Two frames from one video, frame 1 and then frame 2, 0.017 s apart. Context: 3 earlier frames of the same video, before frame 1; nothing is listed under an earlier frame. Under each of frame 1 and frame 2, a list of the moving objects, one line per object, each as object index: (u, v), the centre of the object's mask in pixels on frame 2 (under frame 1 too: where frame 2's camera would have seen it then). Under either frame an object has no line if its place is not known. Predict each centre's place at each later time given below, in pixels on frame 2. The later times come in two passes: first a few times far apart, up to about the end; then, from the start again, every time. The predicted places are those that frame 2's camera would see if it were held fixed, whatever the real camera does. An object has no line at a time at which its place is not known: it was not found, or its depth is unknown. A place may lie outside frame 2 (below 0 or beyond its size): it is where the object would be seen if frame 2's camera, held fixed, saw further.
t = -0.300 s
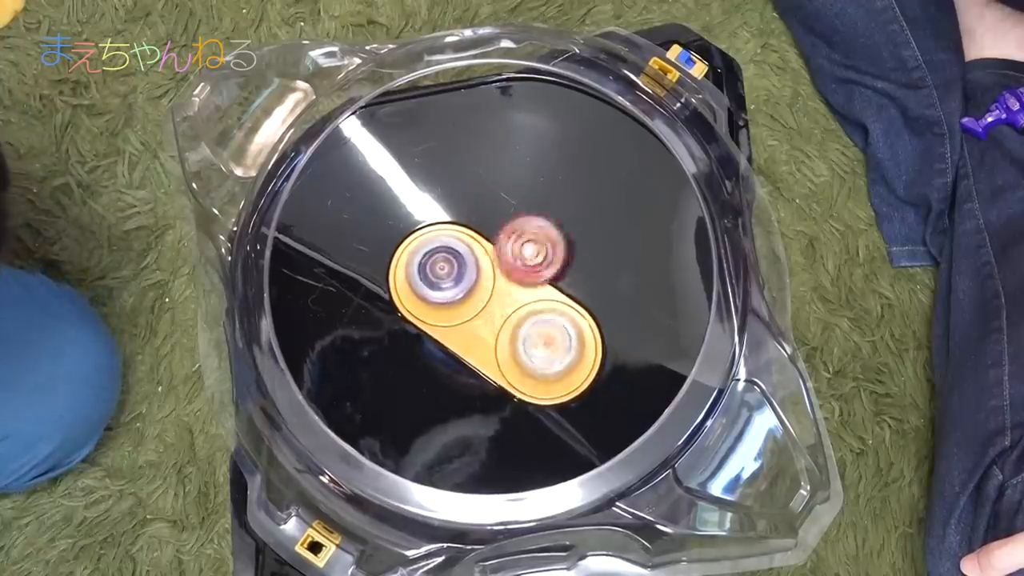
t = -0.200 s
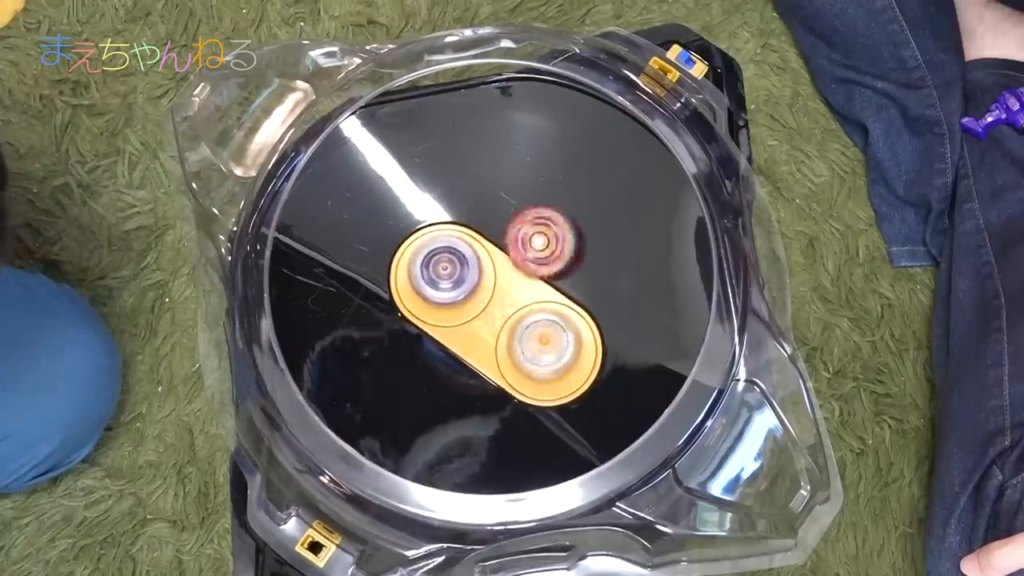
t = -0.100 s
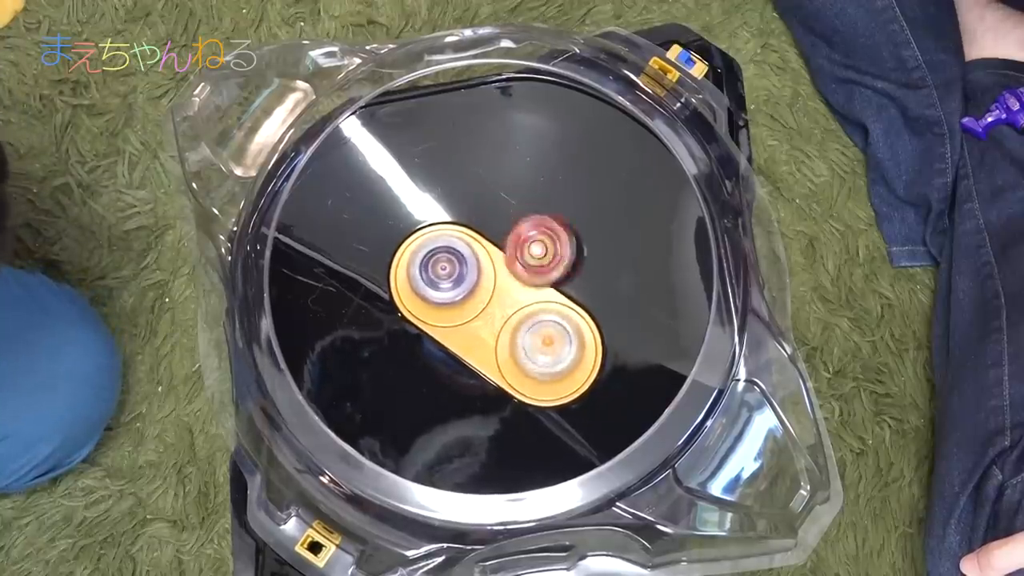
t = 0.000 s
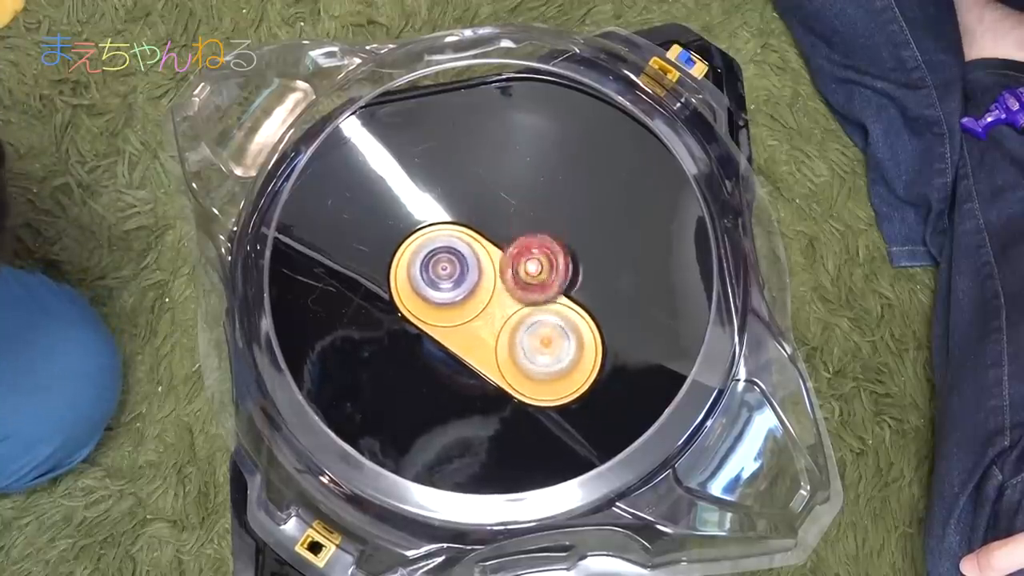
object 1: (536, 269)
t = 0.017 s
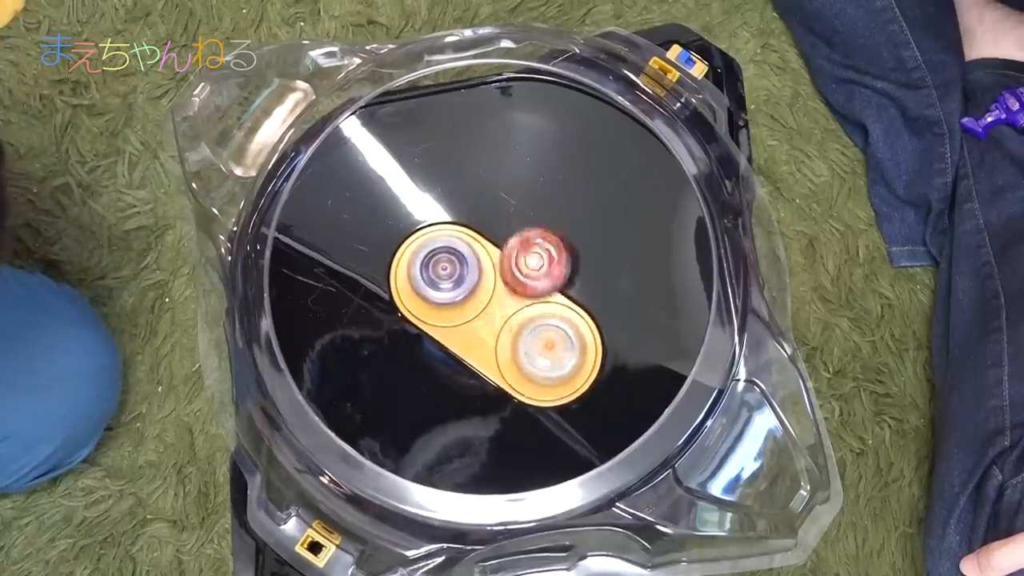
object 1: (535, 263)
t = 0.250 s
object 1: (502, 217)
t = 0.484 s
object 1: (511, 219)
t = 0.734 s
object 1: (557, 266)
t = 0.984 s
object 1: (551, 263)
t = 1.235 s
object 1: (522, 268)
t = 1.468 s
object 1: (524, 266)
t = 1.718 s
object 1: (525, 262)
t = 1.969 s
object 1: (529, 262)
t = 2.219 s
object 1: (657, 281)
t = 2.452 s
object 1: (632, 331)
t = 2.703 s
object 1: (625, 363)
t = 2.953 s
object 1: (625, 360)
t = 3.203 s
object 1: (623, 361)
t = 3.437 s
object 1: (623, 360)
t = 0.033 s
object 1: (529, 257)
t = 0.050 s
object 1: (527, 249)
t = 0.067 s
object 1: (523, 243)
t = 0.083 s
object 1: (518, 237)
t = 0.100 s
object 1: (514, 234)
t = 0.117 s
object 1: (511, 230)
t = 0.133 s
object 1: (507, 228)
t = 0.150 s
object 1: (506, 225)
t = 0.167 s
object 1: (506, 223)
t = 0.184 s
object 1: (505, 220)
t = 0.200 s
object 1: (506, 218)
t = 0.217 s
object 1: (505, 217)
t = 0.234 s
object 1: (504, 217)
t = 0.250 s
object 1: (502, 217)
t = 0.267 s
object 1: (501, 217)
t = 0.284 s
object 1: (502, 216)
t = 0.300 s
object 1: (502, 216)
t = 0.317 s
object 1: (503, 215)
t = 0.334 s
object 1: (503, 216)
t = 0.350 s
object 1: (502, 217)
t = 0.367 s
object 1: (502, 218)
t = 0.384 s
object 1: (502, 218)
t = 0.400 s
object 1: (507, 218)
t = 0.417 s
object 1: (508, 217)
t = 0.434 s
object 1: (509, 217)
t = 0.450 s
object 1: (510, 217)
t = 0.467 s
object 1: (512, 218)
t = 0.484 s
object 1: (511, 219)
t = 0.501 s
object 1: (512, 220)
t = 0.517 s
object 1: (511, 221)
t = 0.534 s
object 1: (510, 225)
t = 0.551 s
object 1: (510, 227)
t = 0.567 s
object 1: (510, 230)
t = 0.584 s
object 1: (515, 233)
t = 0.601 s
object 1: (522, 236)
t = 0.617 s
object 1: (531, 238)
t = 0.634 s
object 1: (536, 241)
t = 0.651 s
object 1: (542, 244)
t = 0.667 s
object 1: (546, 248)
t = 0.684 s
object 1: (550, 251)
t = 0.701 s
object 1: (552, 256)
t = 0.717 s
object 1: (555, 261)
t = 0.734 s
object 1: (557, 266)
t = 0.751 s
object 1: (557, 269)
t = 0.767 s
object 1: (558, 269)
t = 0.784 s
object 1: (560, 268)
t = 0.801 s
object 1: (561, 265)
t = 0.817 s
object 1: (562, 264)
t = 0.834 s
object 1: (562, 263)
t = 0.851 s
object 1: (562, 264)
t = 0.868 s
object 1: (561, 265)
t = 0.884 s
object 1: (559, 266)
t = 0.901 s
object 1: (558, 267)
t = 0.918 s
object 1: (556, 269)
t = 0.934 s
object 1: (556, 266)
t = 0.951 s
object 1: (555, 266)
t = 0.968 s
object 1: (553, 264)
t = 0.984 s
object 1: (551, 263)
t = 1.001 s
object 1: (549, 263)
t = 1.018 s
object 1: (546, 263)
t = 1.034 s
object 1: (545, 263)
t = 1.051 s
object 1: (542, 263)
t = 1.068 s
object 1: (540, 264)
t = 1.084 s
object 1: (536, 265)
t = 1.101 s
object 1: (534, 267)
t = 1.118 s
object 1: (529, 268)
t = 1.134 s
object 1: (526, 269)
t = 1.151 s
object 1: (522, 271)
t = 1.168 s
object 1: (521, 272)
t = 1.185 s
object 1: (520, 274)
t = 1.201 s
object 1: (521, 274)
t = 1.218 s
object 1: (523, 273)
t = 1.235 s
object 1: (522, 268)
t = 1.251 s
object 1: (523, 265)
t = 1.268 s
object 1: (522, 262)
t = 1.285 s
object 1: (522, 262)
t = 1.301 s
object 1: (522, 262)
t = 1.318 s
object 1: (523, 263)
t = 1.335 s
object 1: (521, 265)
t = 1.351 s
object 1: (521, 266)
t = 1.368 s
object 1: (522, 268)
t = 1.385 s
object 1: (522, 268)
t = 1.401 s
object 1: (523, 268)
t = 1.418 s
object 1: (524, 269)
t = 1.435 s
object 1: (525, 269)
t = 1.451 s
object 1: (525, 268)
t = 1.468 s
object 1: (524, 266)
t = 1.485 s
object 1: (524, 266)
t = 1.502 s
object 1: (522, 265)
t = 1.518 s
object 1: (521, 264)
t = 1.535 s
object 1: (520, 266)
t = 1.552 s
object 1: (522, 268)
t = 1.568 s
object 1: (527, 272)
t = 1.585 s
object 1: (529, 273)
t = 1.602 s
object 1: (528, 273)
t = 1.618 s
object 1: (525, 271)
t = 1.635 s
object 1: (522, 271)
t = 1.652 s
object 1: (521, 273)
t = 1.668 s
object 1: (525, 276)
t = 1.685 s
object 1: (527, 275)
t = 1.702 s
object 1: (526, 270)
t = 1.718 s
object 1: (525, 262)
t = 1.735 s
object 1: (527, 259)
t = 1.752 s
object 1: (525, 255)
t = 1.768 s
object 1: (525, 253)
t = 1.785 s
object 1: (525, 252)
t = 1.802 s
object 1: (523, 250)
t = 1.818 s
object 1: (523, 250)
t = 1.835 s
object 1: (520, 250)
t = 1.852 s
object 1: (521, 251)
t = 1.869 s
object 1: (518, 251)
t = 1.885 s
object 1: (517, 252)
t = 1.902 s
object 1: (519, 253)
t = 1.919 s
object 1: (514, 253)
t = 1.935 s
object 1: (513, 255)
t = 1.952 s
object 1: (514, 258)
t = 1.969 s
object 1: (529, 262)
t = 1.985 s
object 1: (546, 266)
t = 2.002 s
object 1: (563, 271)
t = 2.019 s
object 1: (577, 271)
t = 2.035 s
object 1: (593, 271)
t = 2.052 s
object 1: (607, 273)
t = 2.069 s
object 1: (620, 275)
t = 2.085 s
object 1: (631, 278)
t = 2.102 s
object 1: (637, 279)
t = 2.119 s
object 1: (641, 281)
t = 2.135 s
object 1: (646, 283)
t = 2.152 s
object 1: (648, 284)
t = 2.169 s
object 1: (650, 284)
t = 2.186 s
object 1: (653, 283)
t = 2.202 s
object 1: (655, 282)
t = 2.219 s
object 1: (657, 281)
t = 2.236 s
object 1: (657, 281)
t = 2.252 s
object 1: (657, 282)
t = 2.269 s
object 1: (656, 283)
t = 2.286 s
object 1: (655, 285)
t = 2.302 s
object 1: (655, 287)
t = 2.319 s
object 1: (655, 289)
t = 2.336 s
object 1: (653, 293)
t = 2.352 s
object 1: (651, 297)
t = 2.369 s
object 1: (648, 301)
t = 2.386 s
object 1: (644, 306)
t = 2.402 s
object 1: (641, 311)
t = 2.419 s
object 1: (637, 317)
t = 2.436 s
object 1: (634, 325)
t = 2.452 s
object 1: (632, 331)
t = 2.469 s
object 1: (629, 337)
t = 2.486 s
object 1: (627, 344)
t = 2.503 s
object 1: (625, 348)
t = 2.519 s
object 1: (623, 353)
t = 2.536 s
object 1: (622, 357)
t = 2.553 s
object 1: (623, 359)
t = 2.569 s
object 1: (623, 361)
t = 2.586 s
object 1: (624, 362)
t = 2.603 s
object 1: (625, 364)
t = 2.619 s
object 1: (625, 364)
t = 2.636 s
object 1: (626, 365)
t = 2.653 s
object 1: (626, 365)
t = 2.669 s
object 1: (626, 365)
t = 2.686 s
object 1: (626, 364)
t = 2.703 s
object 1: (625, 363)
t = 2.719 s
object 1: (625, 362)
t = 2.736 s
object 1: (625, 361)
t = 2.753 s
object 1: (625, 360)
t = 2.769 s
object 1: (626, 359)
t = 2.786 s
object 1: (626, 358)
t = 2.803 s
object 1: (627, 357)
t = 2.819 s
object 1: (627, 356)
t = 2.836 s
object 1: (627, 356)
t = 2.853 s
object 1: (627, 356)
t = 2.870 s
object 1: (627, 356)
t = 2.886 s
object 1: (626, 356)
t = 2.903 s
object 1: (626, 357)
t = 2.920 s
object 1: (625, 358)
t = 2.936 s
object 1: (625, 359)
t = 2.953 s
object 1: (625, 360)
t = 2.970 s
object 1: (624, 360)
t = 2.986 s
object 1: (624, 362)
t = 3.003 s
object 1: (623, 363)
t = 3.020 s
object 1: (623, 364)
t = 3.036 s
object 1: (623, 364)
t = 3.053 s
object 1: (623, 365)
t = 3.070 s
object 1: (623, 365)
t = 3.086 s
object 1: (623, 365)
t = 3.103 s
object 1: (623, 365)
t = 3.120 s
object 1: (623, 364)
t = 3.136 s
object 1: (623, 364)
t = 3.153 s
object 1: (623, 363)
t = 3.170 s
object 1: (623, 362)
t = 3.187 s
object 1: (623, 361)
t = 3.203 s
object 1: (623, 361)
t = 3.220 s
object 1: (623, 360)
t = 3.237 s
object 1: (624, 359)
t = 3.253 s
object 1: (624, 358)
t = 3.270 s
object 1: (624, 358)
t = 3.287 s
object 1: (625, 357)
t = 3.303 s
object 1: (625, 357)
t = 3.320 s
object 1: (625, 357)
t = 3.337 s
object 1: (625, 357)
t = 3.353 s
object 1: (625, 357)
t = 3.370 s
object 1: (625, 357)
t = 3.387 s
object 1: (624, 358)
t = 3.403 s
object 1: (624, 358)
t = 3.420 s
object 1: (623, 359)
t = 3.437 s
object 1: (623, 360)
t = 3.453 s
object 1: (623, 361)
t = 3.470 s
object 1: (622, 362)
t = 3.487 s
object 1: (622, 363)
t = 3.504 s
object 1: (622, 363)
